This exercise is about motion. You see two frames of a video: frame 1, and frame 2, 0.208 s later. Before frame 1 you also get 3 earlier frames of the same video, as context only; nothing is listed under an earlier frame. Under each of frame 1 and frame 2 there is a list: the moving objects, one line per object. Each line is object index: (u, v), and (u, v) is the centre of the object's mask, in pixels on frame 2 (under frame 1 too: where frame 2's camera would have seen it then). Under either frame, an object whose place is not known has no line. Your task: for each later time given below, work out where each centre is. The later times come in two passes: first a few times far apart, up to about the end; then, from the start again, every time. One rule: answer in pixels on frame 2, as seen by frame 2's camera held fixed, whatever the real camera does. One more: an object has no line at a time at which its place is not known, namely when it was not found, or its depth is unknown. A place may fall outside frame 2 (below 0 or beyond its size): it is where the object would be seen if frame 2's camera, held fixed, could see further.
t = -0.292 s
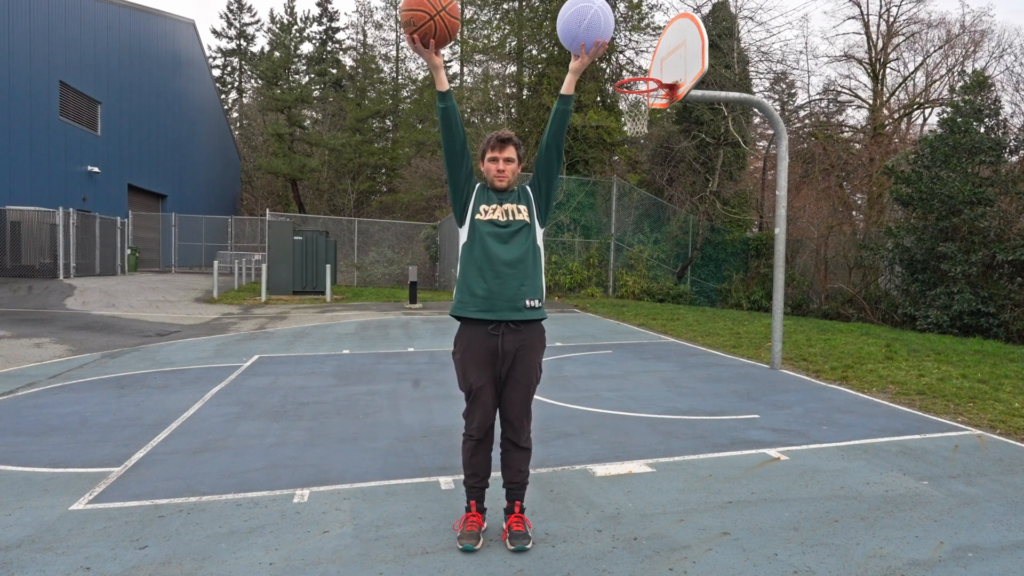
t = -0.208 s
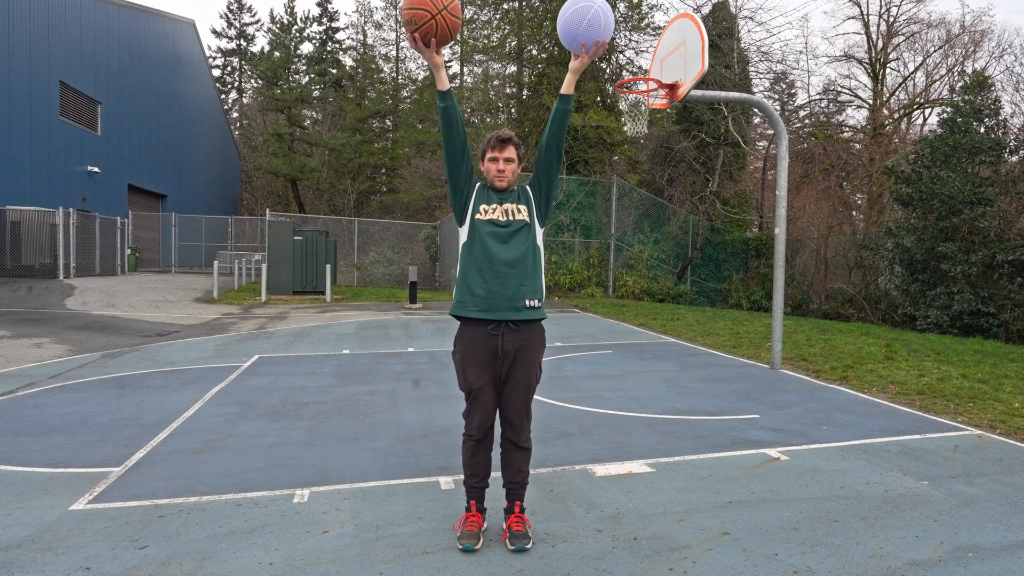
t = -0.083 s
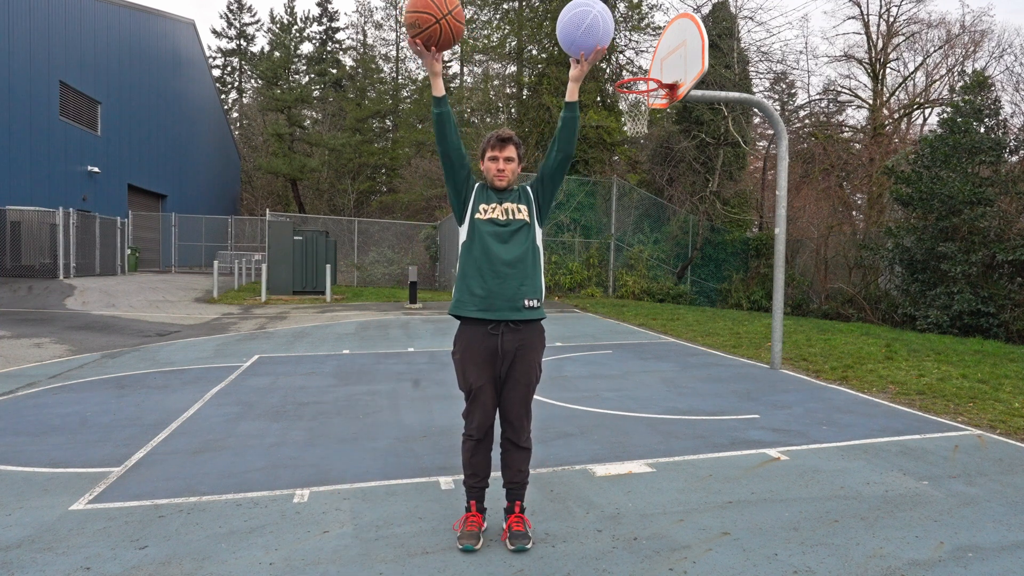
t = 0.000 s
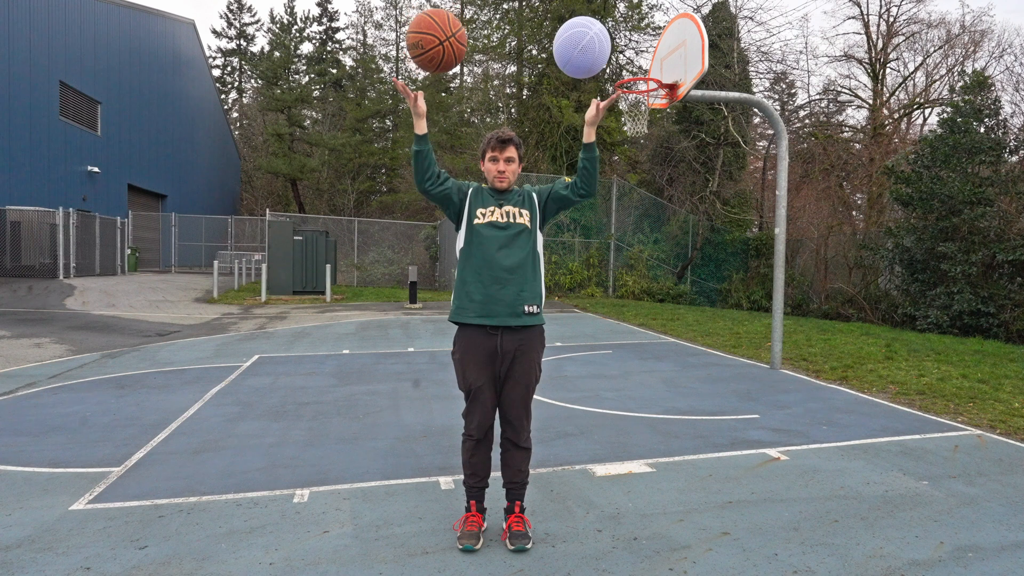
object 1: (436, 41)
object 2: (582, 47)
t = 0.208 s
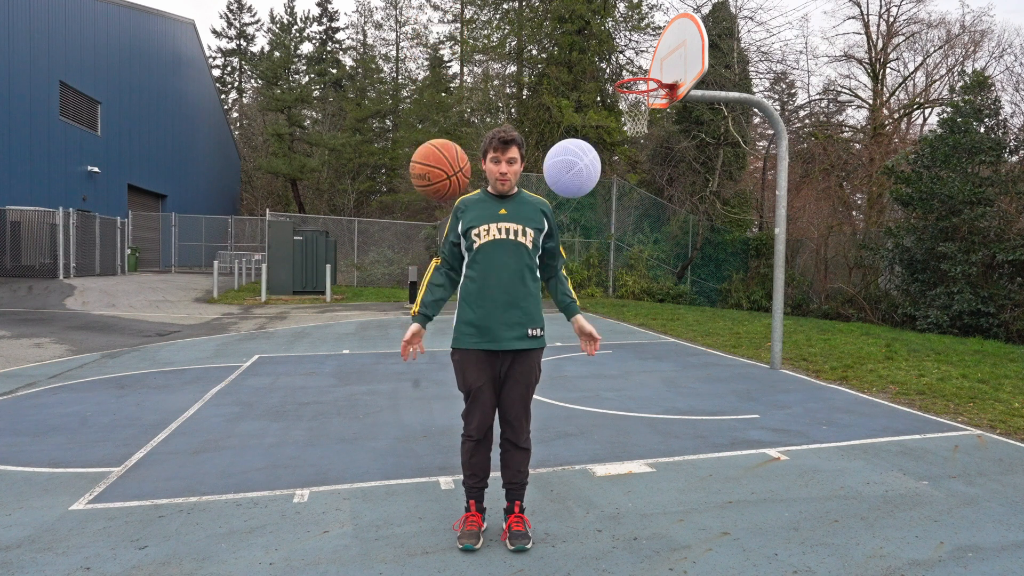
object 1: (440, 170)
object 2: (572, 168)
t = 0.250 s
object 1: (440, 209)
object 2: (570, 204)
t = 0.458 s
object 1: (441, 468)
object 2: (558, 444)
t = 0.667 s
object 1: (434, 427)
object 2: (550, 440)
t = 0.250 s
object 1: (440, 209)
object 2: (570, 204)
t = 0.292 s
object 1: (441, 252)
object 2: (568, 245)
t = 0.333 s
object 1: (441, 300)
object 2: (565, 289)
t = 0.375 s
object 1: (441, 352)
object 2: (563, 337)
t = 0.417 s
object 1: (441, 408)
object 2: (560, 389)
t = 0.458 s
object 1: (441, 468)
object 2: (558, 444)
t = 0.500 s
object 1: (441, 532)
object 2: (555, 503)
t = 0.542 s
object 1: (440, 544)
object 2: (553, 544)
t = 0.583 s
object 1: (438, 502)
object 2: (552, 505)
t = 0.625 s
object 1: (436, 462)
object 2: (551, 471)
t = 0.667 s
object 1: (434, 427)
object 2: (550, 440)
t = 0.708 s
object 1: (432, 395)
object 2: (549, 413)
